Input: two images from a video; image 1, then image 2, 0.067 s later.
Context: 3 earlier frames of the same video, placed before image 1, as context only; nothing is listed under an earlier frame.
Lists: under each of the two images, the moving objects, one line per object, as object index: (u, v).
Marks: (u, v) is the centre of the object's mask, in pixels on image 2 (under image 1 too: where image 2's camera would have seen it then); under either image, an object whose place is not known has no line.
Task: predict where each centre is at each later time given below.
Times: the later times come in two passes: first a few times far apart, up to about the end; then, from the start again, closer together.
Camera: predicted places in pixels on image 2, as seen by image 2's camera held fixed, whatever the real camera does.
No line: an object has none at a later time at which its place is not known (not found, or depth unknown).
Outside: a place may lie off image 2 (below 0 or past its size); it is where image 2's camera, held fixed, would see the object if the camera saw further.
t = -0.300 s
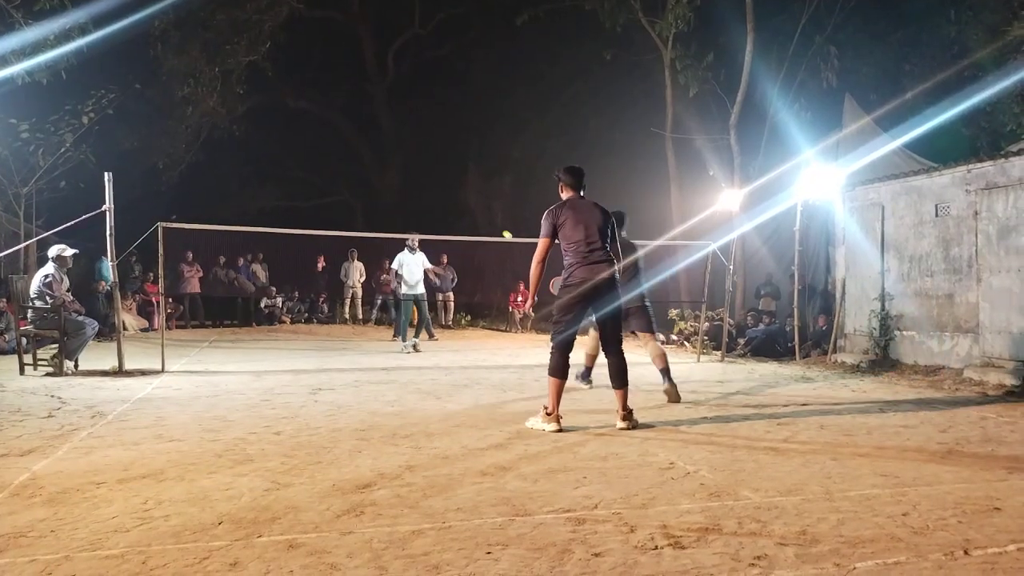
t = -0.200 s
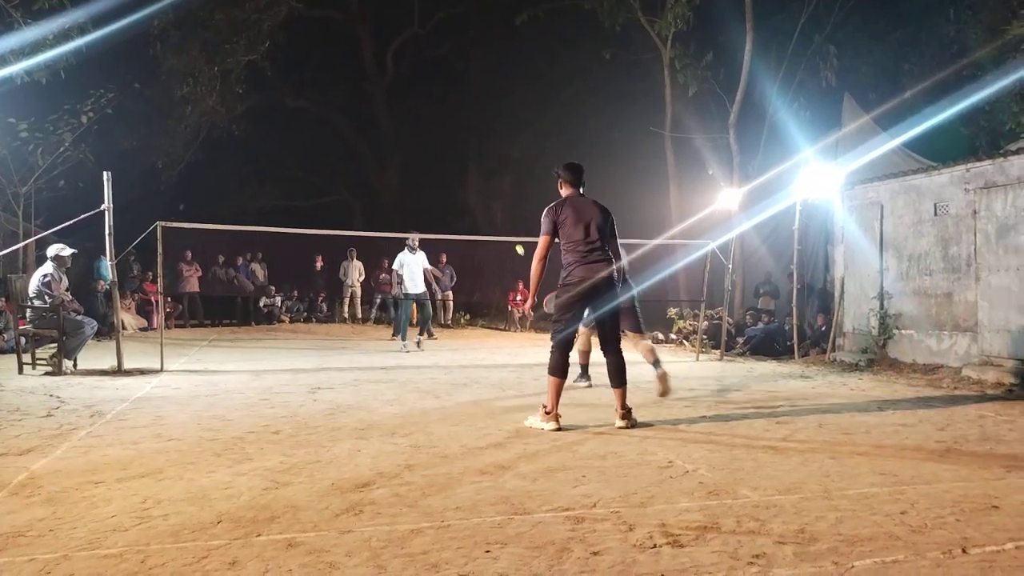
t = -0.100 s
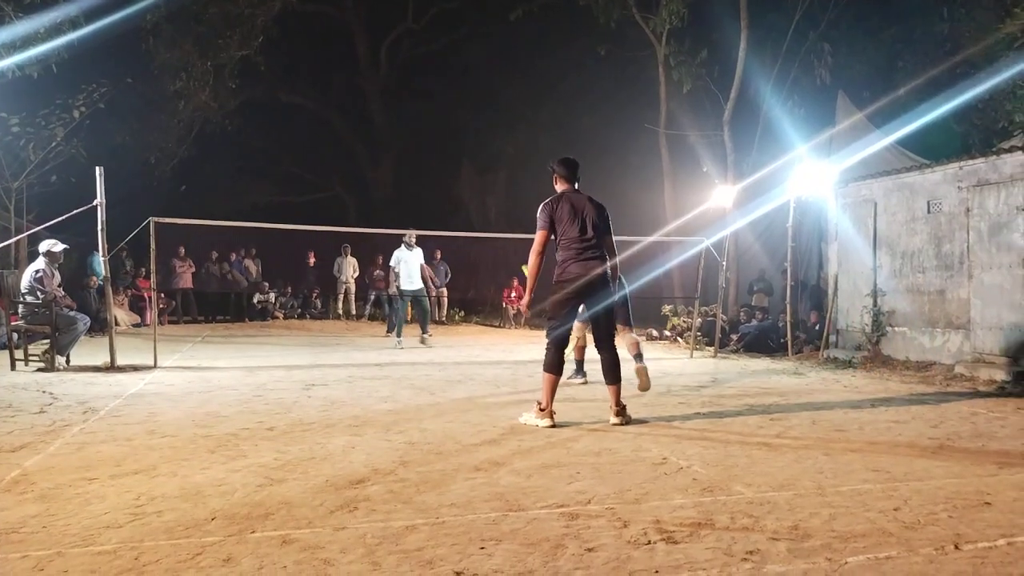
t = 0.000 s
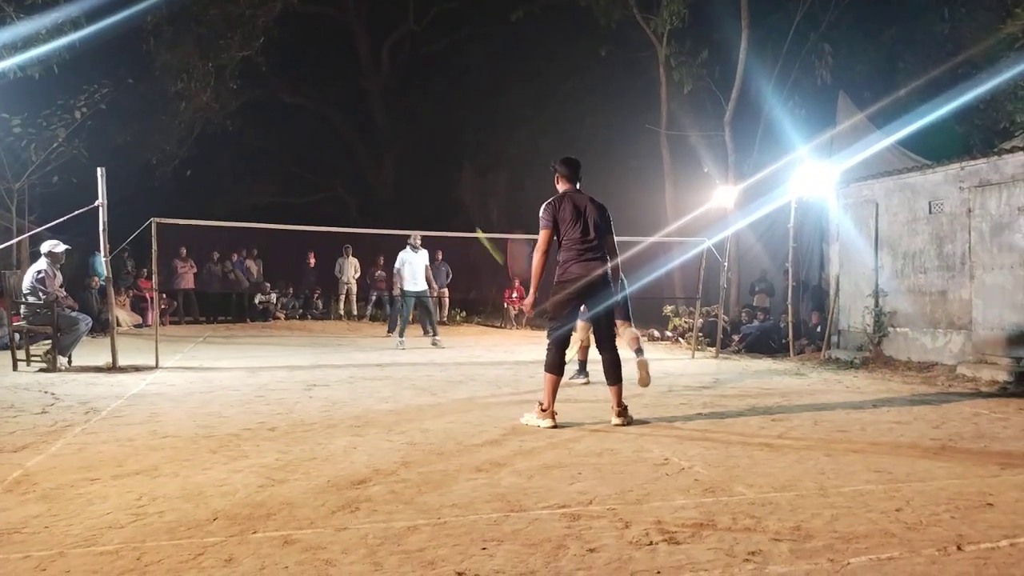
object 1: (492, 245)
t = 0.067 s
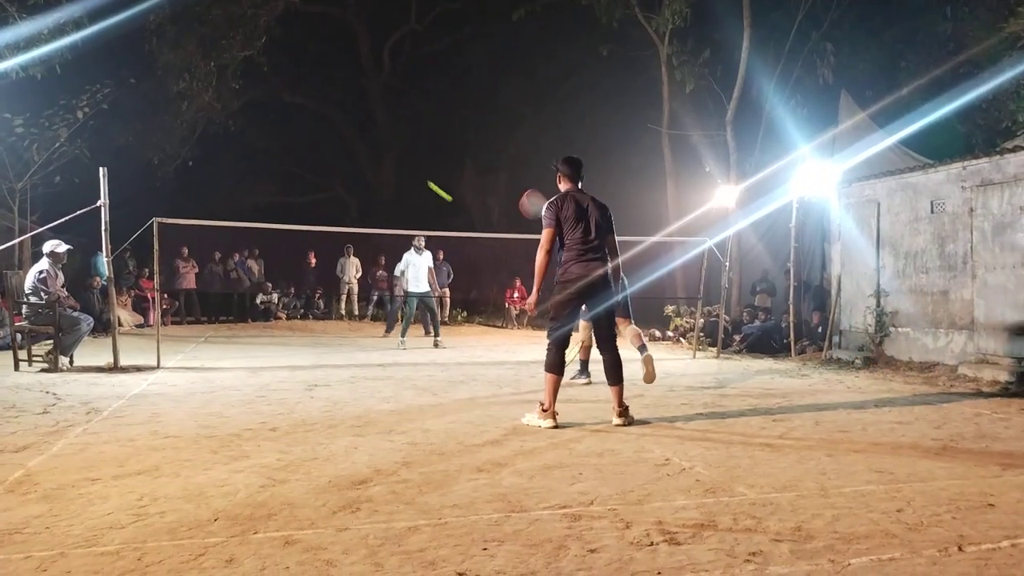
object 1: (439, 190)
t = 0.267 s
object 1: (356, 120)
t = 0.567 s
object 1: (299, 112)
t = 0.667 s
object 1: (288, 121)
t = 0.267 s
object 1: (356, 120)
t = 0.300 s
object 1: (347, 116)
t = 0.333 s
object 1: (339, 113)
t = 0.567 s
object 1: (299, 112)
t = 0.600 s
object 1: (295, 114)
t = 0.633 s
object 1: (291, 118)
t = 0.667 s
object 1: (288, 121)
